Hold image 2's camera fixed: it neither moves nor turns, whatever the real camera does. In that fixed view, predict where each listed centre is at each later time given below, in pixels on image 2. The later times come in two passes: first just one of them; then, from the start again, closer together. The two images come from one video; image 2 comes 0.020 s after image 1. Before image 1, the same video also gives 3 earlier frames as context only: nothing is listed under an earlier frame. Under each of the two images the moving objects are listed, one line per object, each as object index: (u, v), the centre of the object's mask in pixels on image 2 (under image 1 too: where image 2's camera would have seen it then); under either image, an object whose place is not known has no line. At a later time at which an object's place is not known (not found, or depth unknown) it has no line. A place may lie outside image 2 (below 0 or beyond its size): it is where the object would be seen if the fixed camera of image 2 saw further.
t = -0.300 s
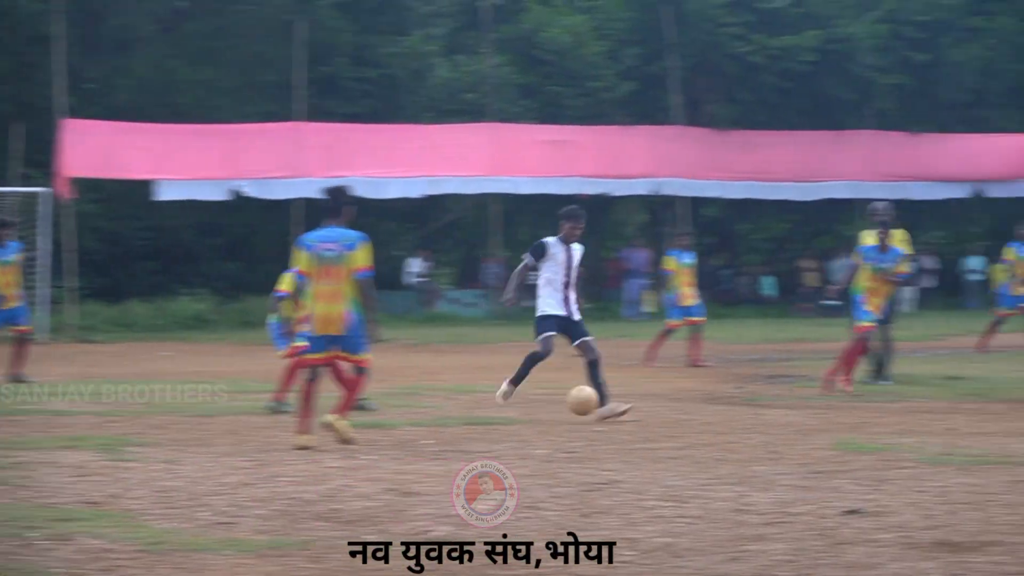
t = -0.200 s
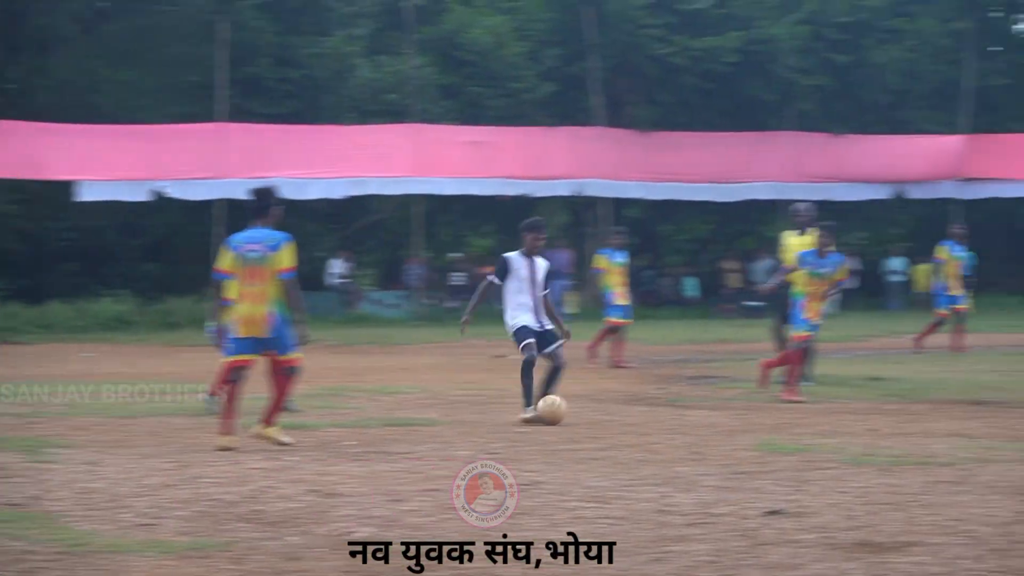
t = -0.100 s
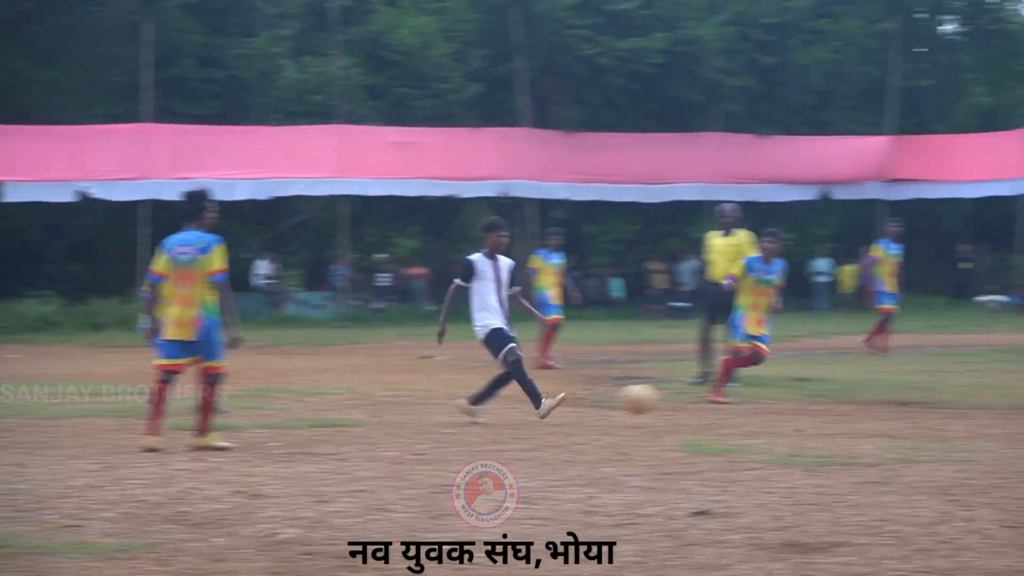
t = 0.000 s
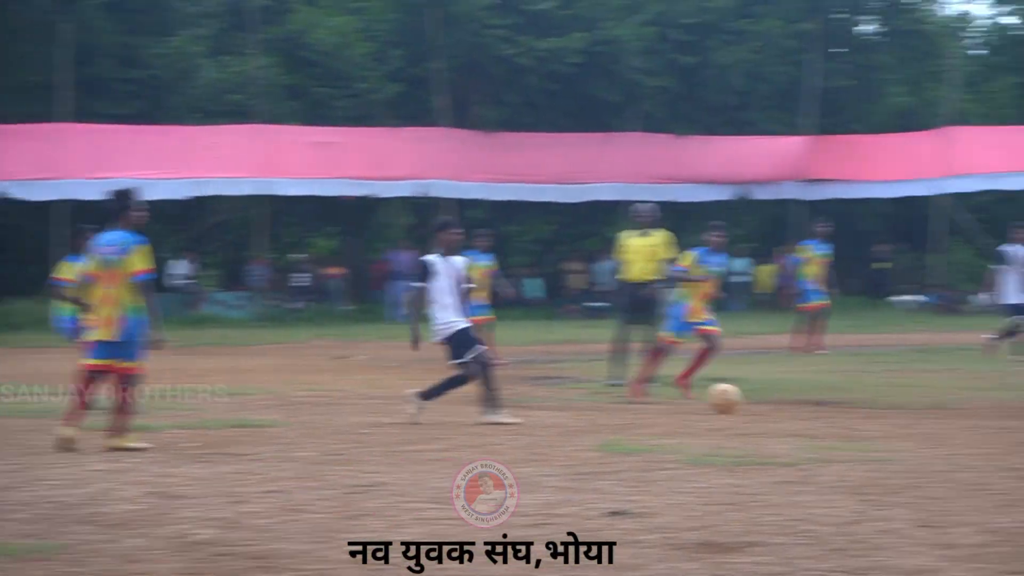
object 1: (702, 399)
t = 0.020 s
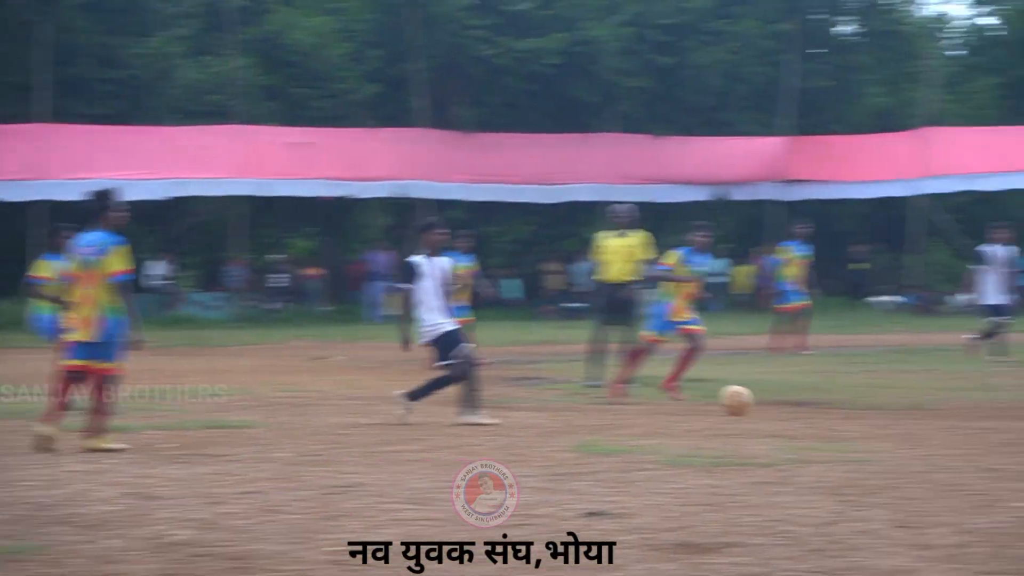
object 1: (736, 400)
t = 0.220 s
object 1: (1075, 414)
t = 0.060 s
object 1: (804, 405)
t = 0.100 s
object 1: (873, 413)
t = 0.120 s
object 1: (908, 418)
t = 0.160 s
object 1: (973, 414)
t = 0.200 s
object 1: (1040, 414)
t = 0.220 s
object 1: (1075, 414)
